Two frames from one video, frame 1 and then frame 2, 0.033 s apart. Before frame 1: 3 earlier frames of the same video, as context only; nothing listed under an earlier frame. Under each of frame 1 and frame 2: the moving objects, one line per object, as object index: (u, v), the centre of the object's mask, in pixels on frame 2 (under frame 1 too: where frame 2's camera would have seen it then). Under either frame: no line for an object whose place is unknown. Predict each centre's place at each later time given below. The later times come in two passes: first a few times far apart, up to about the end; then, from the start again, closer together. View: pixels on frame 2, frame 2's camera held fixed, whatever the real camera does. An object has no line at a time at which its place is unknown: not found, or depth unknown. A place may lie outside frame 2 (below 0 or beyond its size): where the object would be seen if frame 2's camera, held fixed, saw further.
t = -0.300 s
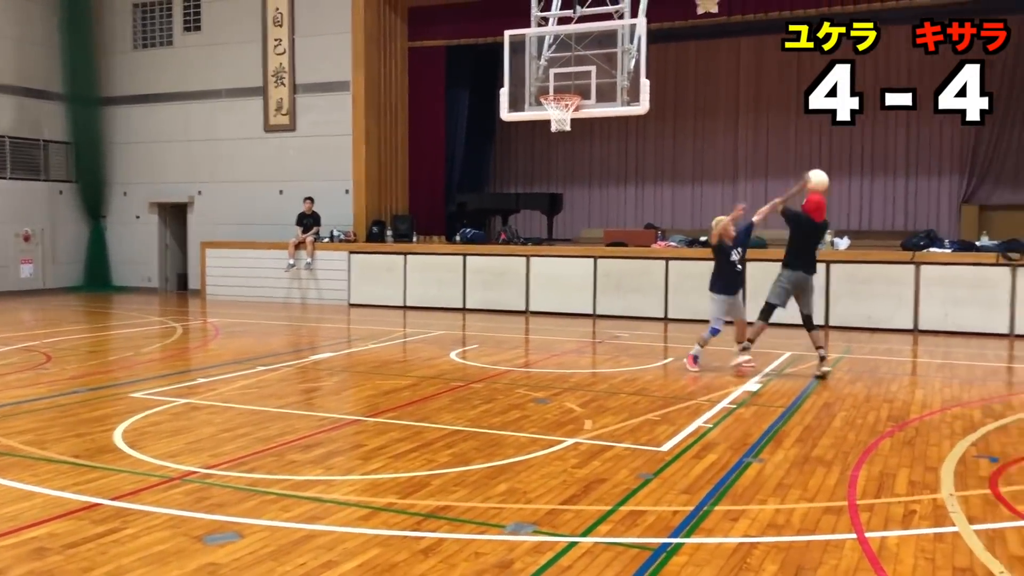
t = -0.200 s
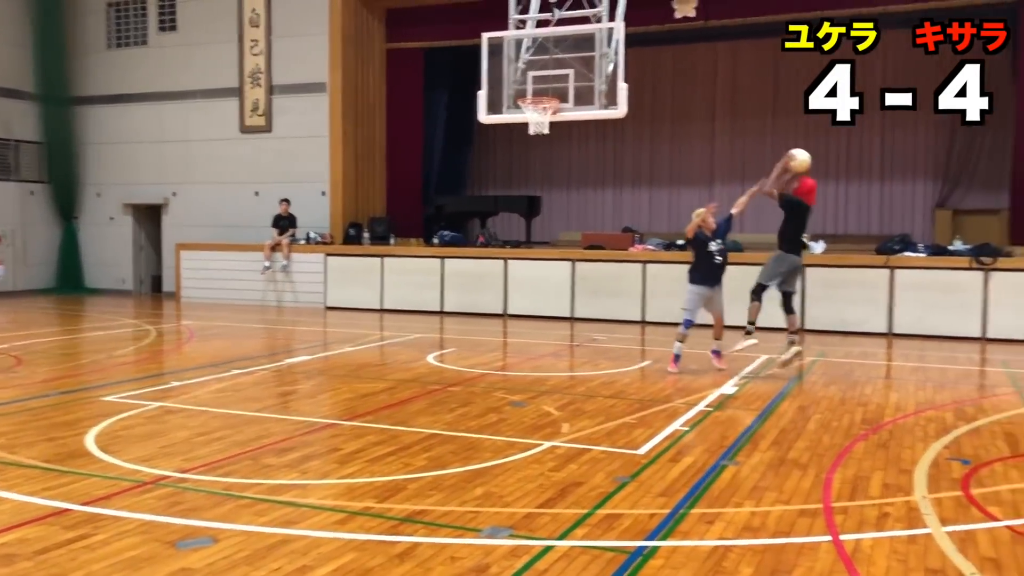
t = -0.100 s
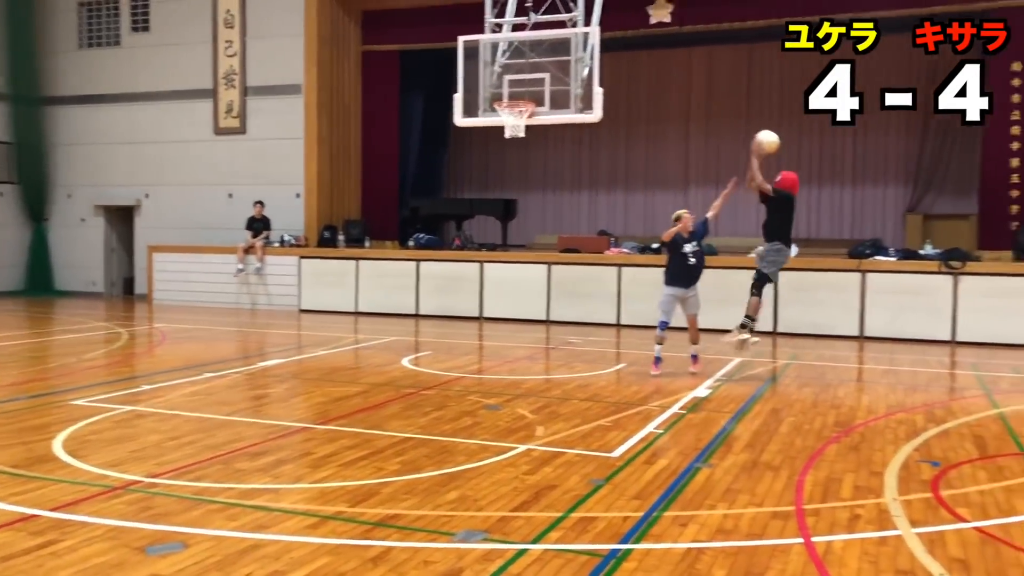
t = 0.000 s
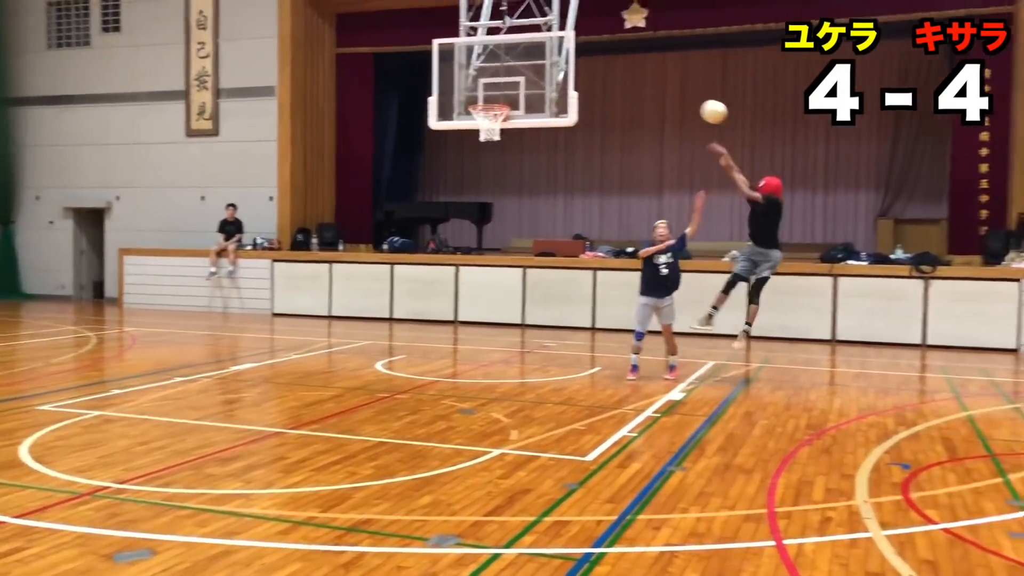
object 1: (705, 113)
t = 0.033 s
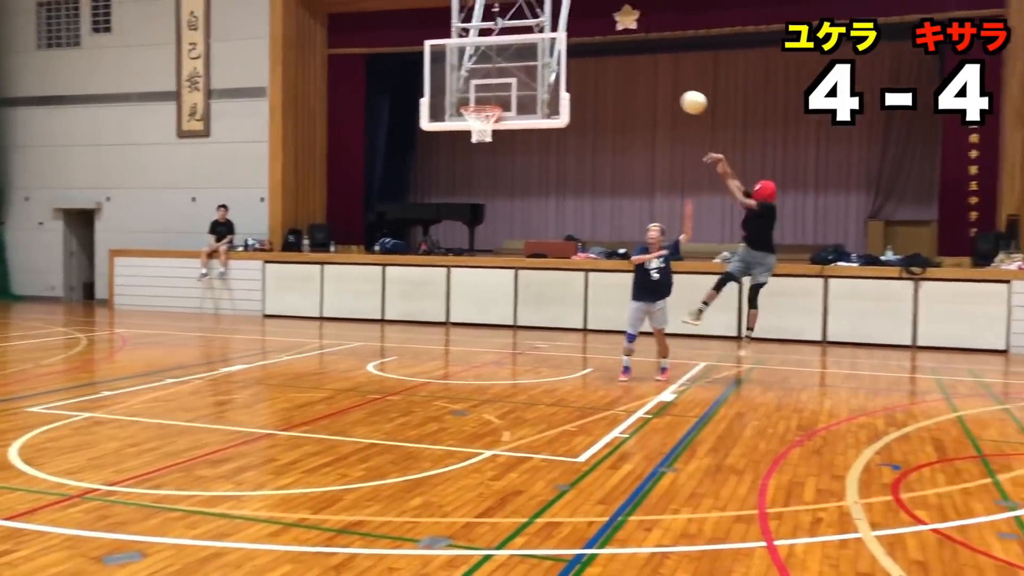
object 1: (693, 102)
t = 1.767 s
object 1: (464, 250)
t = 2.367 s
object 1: (453, 232)
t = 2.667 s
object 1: (445, 228)
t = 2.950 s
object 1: (439, 307)
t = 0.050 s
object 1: (688, 97)
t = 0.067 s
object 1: (682, 92)
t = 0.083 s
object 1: (676, 88)
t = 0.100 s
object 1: (670, 84)
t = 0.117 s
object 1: (665, 80)
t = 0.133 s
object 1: (659, 76)
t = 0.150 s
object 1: (653, 72)
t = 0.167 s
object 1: (647, 69)
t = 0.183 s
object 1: (642, 66)
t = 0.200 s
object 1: (636, 64)
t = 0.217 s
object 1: (630, 61)
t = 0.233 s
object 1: (625, 59)
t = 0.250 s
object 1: (619, 57)
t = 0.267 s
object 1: (614, 55)
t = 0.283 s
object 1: (608, 53)
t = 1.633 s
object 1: (462, 178)
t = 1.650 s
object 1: (462, 186)
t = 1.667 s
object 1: (462, 195)
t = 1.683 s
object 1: (462, 203)
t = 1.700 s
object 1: (463, 213)
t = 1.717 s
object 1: (463, 222)
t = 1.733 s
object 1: (463, 232)
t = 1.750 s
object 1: (463, 241)
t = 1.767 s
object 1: (464, 250)
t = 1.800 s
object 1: (465, 272)
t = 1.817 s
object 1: (464, 283)
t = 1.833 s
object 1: (465, 294)
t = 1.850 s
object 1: (465, 306)
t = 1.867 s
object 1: (465, 317)
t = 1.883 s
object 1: (465, 327)
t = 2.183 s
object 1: (460, 276)
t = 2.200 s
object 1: (459, 270)
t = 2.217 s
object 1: (459, 265)
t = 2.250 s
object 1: (458, 256)
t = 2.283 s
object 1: (456, 248)
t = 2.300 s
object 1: (455, 244)
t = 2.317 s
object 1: (454, 241)
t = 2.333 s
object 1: (454, 238)
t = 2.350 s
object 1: (453, 234)
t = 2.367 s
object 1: (453, 232)
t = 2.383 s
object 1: (453, 230)
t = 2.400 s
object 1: (452, 227)
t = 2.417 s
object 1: (452, 225)
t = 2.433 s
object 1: (451, 224)
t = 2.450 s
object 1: (451, 222)
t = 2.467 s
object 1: (450, 221)
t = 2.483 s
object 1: (450, 220)
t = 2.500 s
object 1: (449, 219)
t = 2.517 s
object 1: (449, 219)
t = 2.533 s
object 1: (449, 219)
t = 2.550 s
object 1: (448, 219)
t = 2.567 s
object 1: (448, 220)
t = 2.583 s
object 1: (447, 220)
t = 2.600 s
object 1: (447, 221)
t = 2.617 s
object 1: (446, 223)
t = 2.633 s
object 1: (446, 224)
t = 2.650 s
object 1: (446, 226)
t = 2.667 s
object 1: (445, 228)
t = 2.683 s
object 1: (445, 230)
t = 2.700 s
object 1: (444, 233)
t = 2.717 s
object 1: (444, 236)
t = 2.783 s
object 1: (442, 250)
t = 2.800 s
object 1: (442, 255)
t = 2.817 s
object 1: (442, 260)
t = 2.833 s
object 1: (442, 265)
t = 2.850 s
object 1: (441, 270)
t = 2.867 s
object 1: (441, 275)
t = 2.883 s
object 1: (440, 281)
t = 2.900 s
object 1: (440, 287)
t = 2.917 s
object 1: (440, 294)
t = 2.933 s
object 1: (439, 300)
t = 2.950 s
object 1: (439, 307)
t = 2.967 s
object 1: (438, 315)
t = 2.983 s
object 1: (438, 322)
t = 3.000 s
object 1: (437, 328)
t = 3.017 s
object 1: (436, 337)
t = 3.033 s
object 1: (436, 343)
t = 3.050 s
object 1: (435, 353)
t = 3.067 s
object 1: (435, 362)
